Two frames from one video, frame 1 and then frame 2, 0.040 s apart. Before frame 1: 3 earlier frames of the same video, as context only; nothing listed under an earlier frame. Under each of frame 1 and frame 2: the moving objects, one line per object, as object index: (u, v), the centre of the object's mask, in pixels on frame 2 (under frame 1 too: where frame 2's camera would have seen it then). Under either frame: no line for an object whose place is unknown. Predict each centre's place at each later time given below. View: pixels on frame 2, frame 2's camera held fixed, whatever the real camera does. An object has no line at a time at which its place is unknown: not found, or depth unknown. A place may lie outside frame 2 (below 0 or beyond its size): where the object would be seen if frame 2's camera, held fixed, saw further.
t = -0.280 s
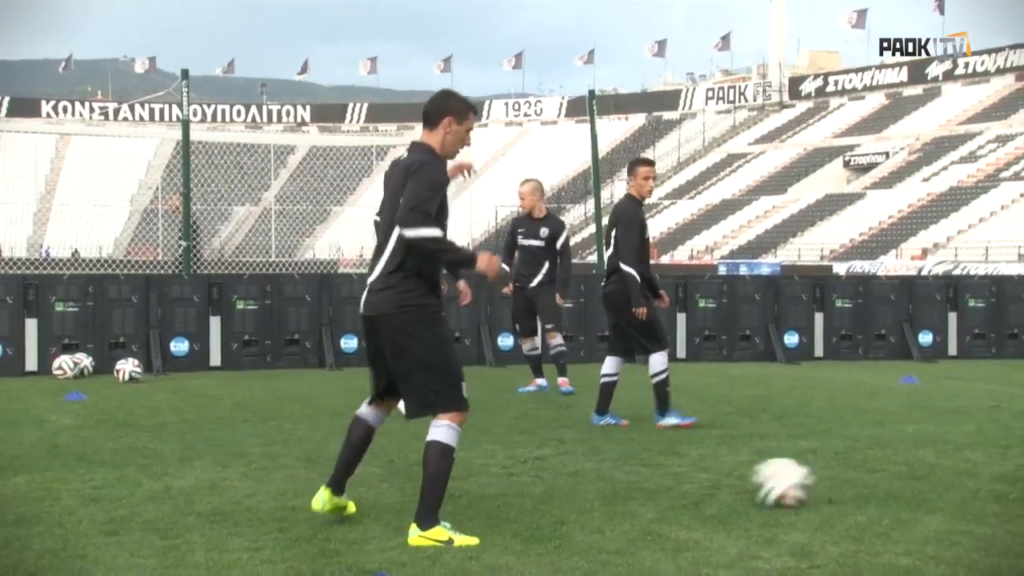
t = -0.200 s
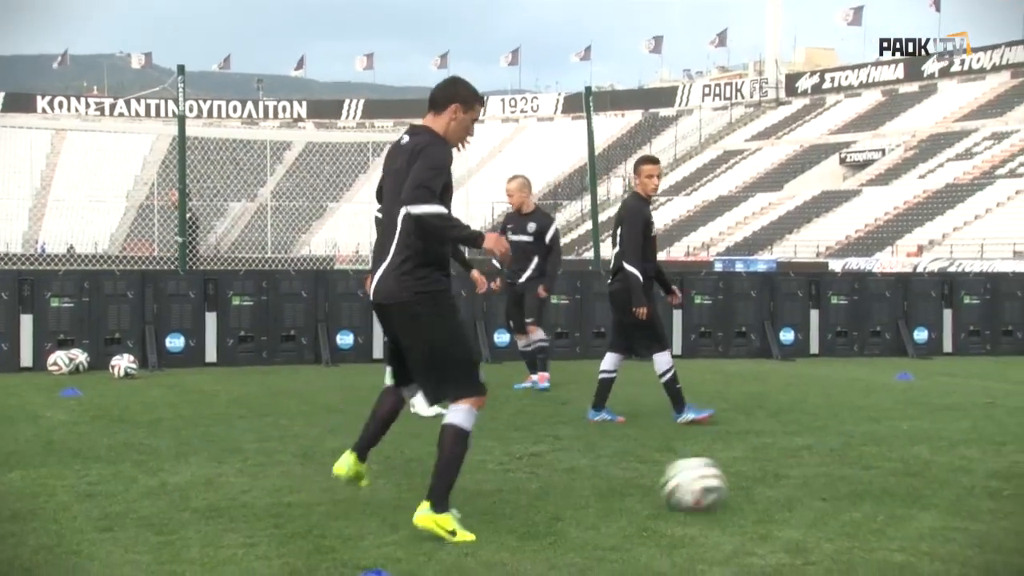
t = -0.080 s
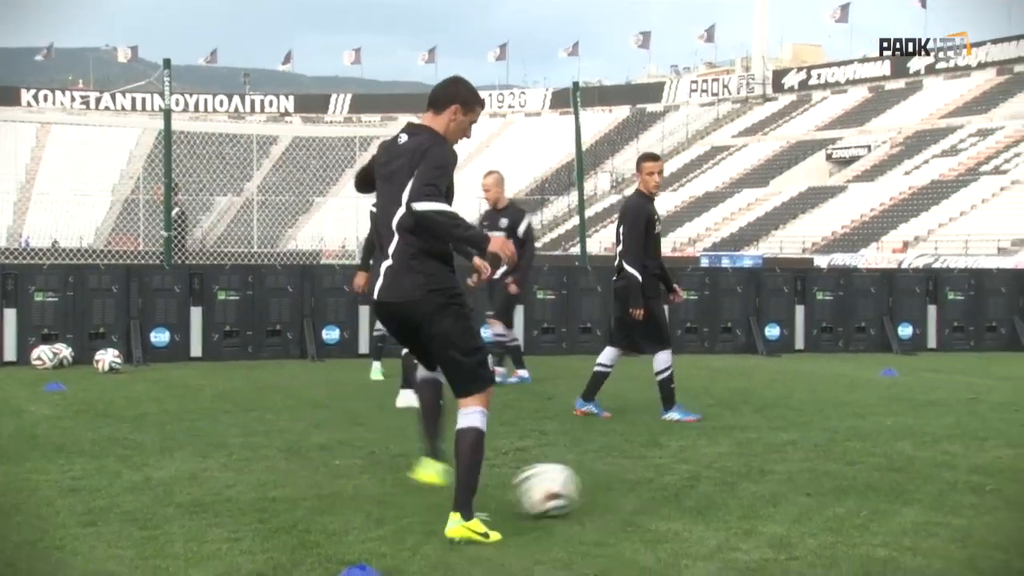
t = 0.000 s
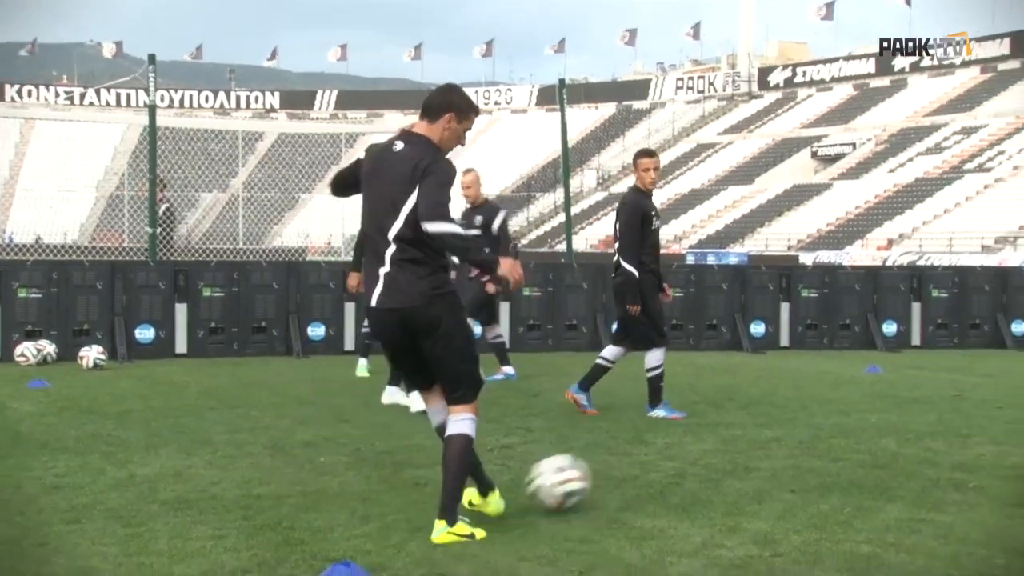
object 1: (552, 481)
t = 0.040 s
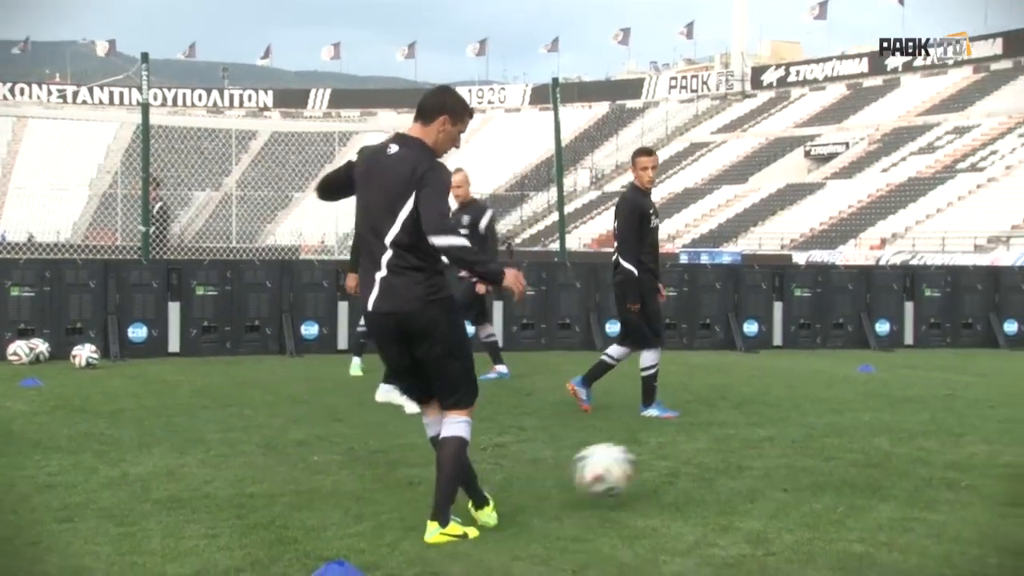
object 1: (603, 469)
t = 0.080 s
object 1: (654, 461)
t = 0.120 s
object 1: (704, 457)
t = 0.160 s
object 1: (751, 458)
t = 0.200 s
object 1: (797, 463)
